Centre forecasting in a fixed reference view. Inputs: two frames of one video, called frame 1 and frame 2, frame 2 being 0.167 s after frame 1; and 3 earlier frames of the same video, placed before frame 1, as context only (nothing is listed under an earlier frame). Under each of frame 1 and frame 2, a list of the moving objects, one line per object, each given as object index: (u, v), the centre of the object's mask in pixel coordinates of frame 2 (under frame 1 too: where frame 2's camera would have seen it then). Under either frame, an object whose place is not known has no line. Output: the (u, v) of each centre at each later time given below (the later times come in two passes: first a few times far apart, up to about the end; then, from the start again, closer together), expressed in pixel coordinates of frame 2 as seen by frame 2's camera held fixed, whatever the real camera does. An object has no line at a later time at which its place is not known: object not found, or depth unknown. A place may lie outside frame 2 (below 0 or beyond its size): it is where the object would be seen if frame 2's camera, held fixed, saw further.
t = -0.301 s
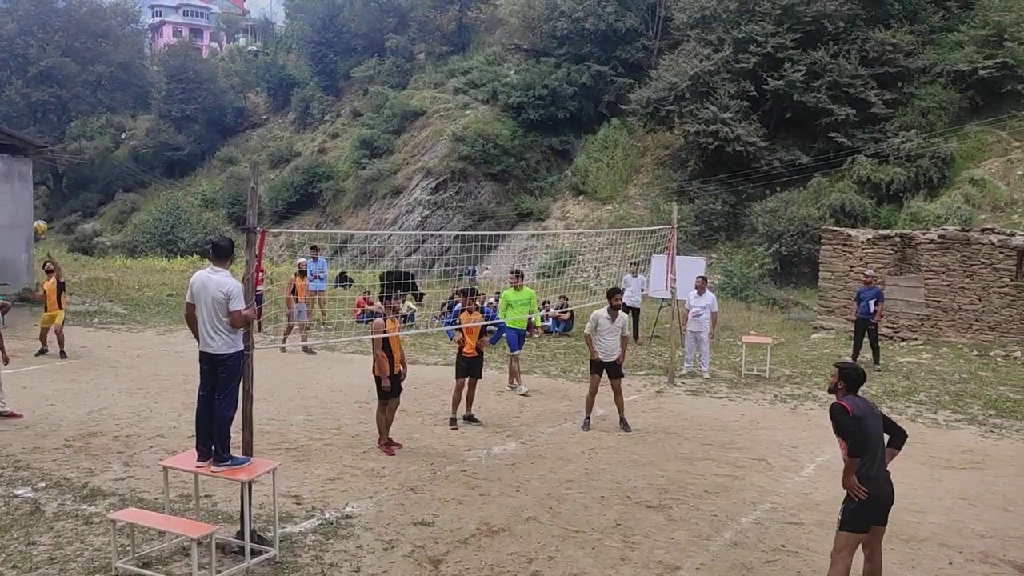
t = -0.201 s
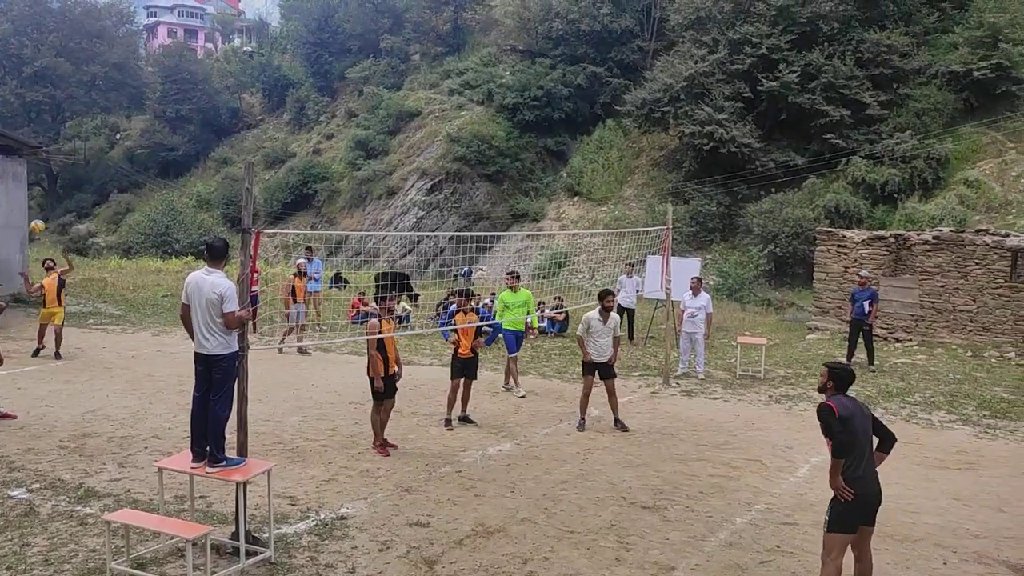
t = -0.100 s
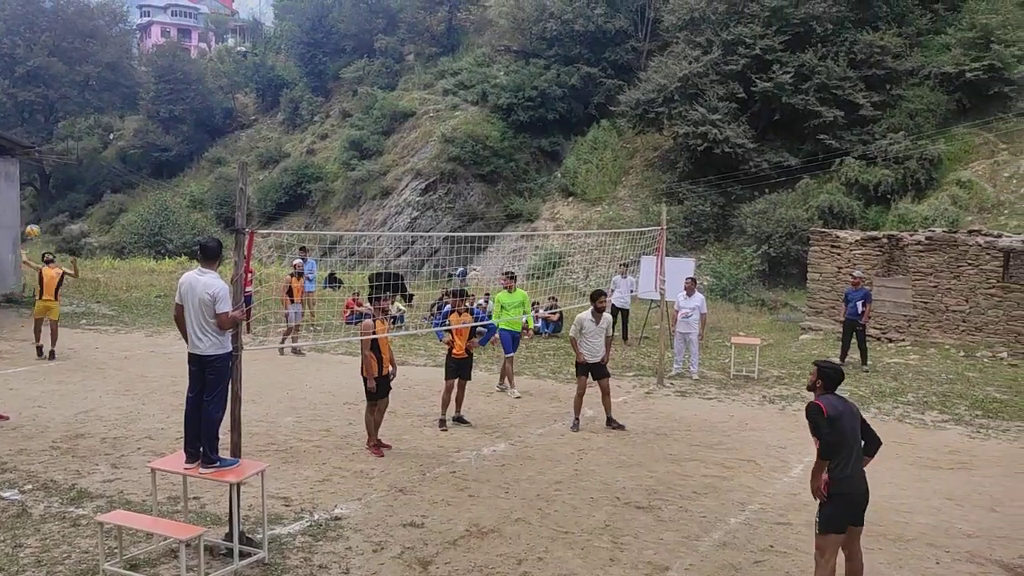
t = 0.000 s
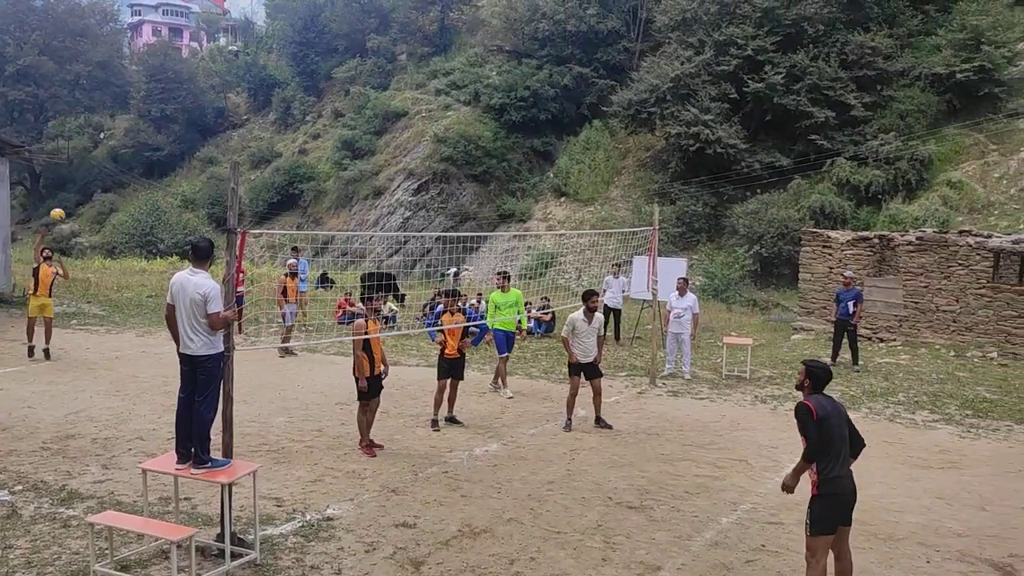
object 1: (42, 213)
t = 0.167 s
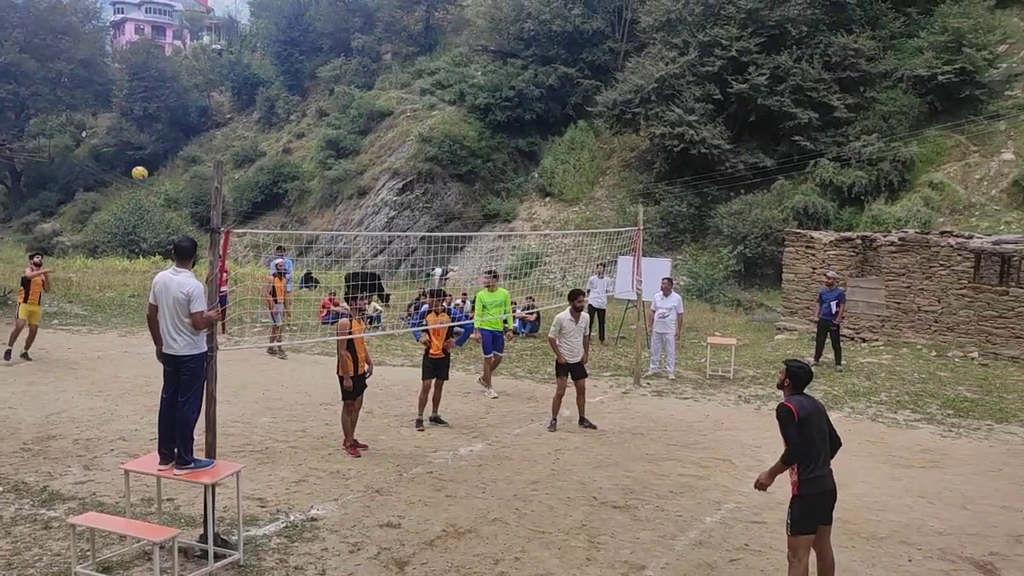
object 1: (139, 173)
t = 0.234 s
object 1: (181, 161)
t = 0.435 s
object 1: (324, 143)
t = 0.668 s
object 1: (529, 166)
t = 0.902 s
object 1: (787, 255)
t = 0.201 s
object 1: (160, 167)
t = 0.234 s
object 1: (181, 161)
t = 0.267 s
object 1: (204, 157)
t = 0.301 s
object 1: (225, 151)
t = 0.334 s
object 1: (249, 148)
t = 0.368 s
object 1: (271, 146)
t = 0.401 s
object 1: (298, 143)
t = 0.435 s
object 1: (324, 143)
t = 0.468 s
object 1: (350, 143)
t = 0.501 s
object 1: (378, 144)
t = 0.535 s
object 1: (407, 147)
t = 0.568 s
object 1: (436, 149)
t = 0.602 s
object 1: (467, 155)
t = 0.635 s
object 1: (497, 161)
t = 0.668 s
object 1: (529, 166)
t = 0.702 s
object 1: (562, 175)
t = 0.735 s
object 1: (597, 184)
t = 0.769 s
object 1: (634, 196)
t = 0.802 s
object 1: (669, 208)
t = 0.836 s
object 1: (707, 222)
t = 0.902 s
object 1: (787, 255)
